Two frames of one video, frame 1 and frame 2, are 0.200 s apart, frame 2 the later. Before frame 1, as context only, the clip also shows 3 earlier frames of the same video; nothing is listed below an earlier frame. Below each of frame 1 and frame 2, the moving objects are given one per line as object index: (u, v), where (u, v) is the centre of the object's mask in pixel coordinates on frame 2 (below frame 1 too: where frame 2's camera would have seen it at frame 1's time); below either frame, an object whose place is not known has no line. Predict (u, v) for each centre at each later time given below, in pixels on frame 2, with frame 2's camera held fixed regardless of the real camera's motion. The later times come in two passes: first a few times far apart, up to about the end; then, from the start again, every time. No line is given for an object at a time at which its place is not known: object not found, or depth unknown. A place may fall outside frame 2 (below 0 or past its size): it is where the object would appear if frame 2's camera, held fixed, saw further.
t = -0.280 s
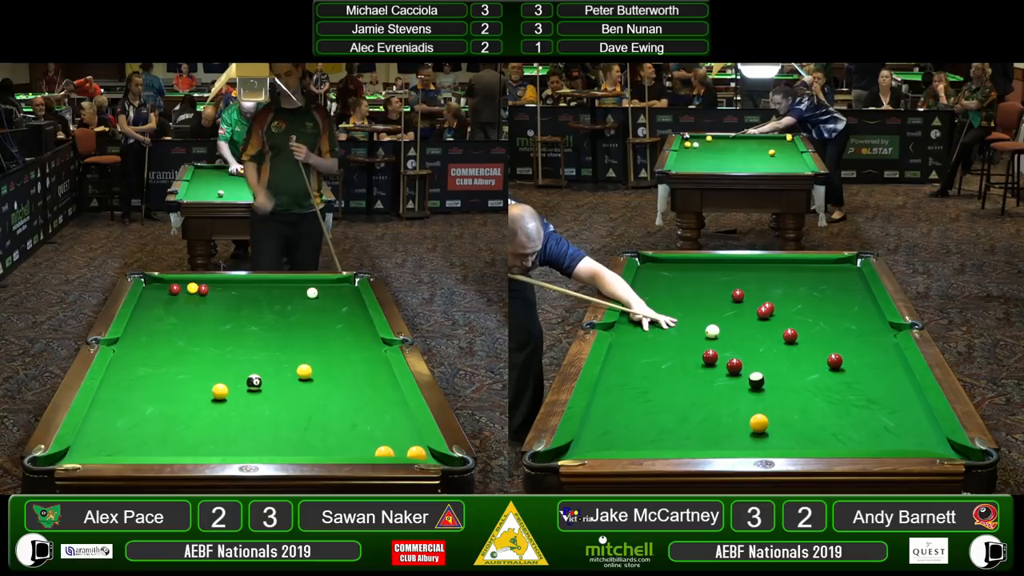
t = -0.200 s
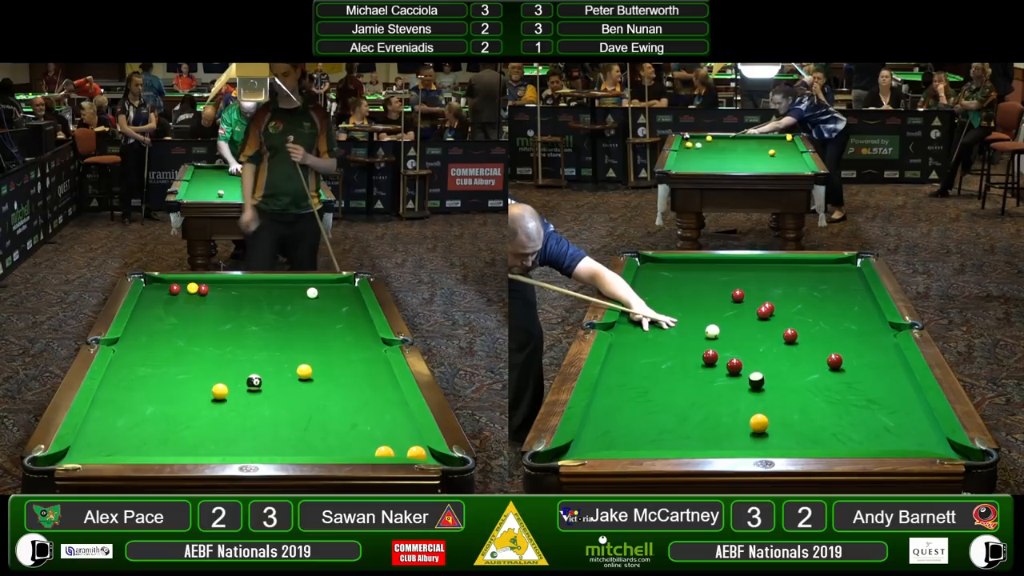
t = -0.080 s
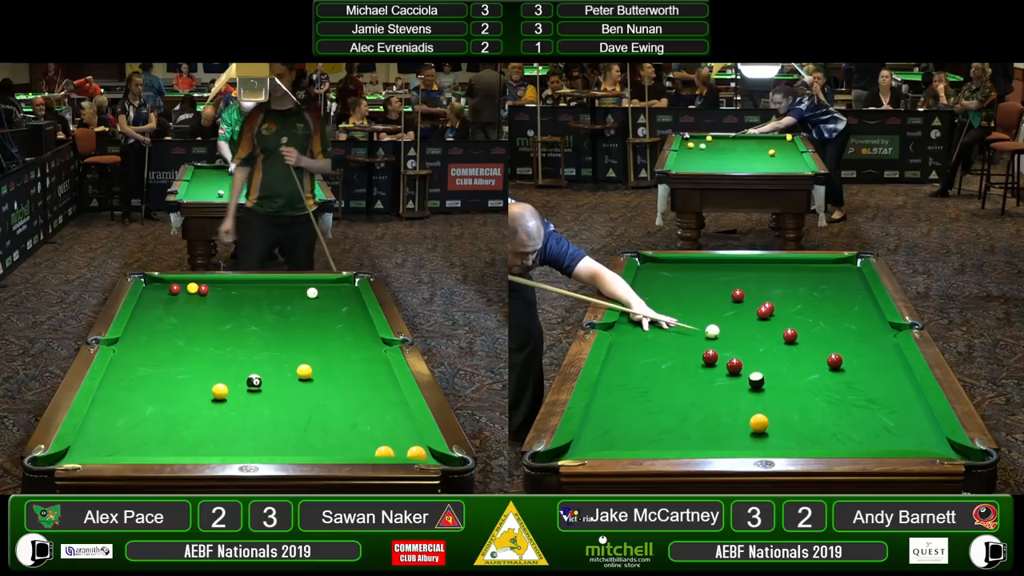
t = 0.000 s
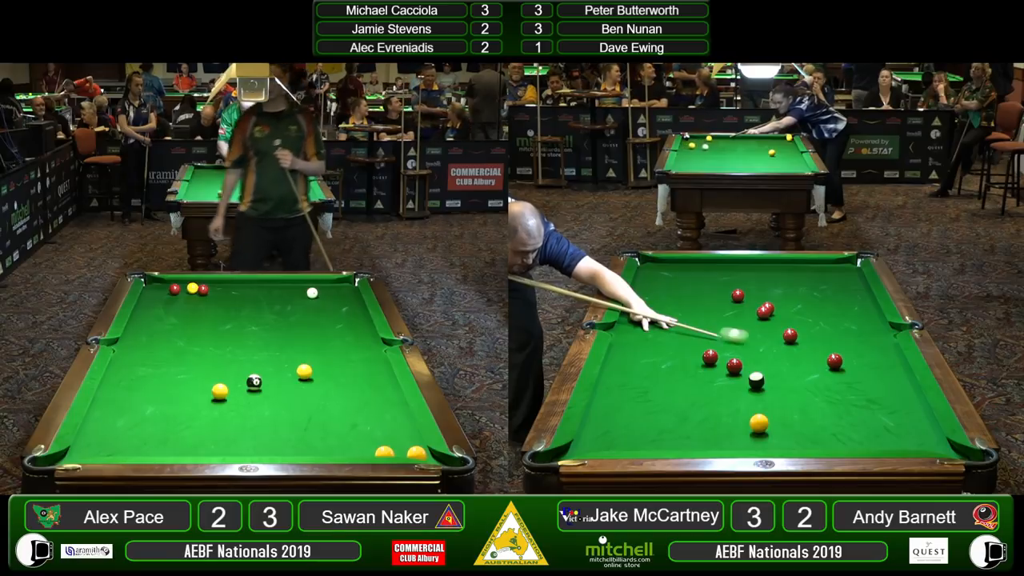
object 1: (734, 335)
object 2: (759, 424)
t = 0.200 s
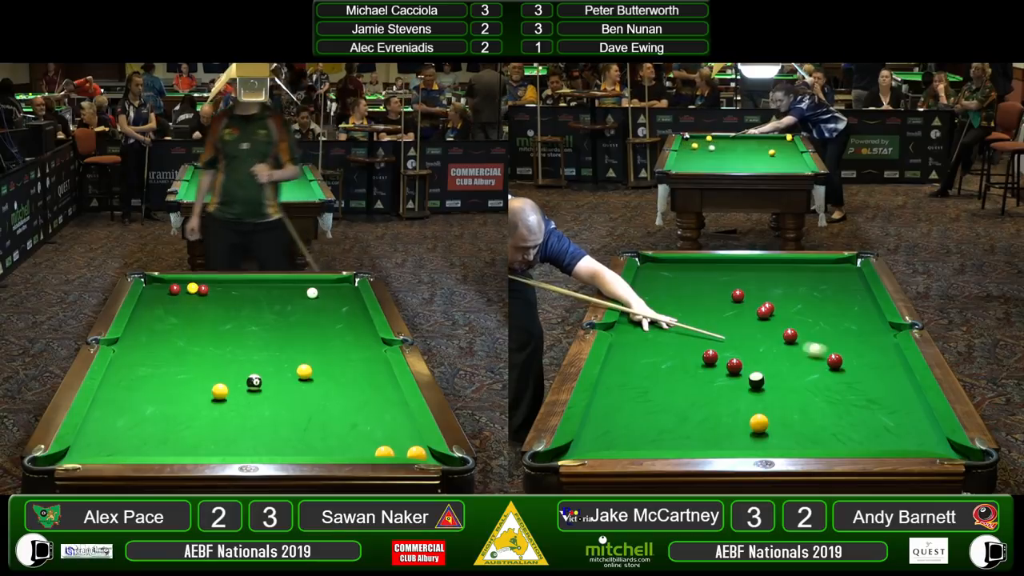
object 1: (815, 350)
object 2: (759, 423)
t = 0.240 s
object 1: (826, 351)
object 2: (759, 424)
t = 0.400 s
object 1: (880, 362)
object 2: (759, 424)
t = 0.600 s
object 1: (878, 377)
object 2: (759, 424)
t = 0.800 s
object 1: (841, 392)
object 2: (759, 423)
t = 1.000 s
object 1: (801, 407)
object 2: (759, 424)
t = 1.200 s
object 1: (771, 419)
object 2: (748, 427)
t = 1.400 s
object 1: (764, 422)
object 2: (722, 438)
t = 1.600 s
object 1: (758, 424)
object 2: (697, 445)
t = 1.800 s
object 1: (752, 425)
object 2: (679, 442)
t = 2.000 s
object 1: (748, 427)
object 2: (664, 438)
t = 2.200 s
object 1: (745, 428)
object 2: (650, 433)
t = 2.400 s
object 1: (743, 429)
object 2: (637, 428)
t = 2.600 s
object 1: (743, 429)
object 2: (626, 423)
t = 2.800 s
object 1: (743, 429)
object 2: (615, 419)
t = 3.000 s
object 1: (743, 429)
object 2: (606, 416)
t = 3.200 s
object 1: (743, 429)
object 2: (598, 413)
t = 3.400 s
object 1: (743, 429)
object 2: (595, 411)
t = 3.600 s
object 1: (743, 429)
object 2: (600, 409)
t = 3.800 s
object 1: (743, 429)
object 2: (603, 408)
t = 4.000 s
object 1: (743, 429)
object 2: (606, 407)
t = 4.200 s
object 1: (743, 429)
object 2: (608, 407)
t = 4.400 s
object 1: (743, 429)
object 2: (608, 407)
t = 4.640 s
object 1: (743, 429)
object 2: (608, 407)
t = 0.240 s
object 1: (826, 351)
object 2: (759, 424)
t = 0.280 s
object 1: (843, 353)
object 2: (759, 423)
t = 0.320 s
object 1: (854, 357)
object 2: (759, 424)
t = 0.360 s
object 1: (867, 360)
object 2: (759, 423)
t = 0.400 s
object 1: (880, 362)
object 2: (759, 424)
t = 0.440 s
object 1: (893, 365)
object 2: (759, 423)
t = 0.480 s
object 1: (901, 367)
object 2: (759, 424)
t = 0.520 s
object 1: (893, 371)
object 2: (759, 424)
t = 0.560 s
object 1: (886, 373)
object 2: (759, 423)
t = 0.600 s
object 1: (878, 377)
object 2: (759, 424)
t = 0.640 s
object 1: (871, 379)
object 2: (759, 423)
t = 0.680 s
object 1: (864, 382)
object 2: (759, 424)
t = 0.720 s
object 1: (856, 385)
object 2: (759, 423)
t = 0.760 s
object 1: (849, 389)
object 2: (759, 424)
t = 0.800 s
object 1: (841, 392)
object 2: (759, 423)
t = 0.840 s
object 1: (833, 395)
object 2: (759, 424)
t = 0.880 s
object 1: (825, 397)
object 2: (759, 423)
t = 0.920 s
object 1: (817, 401)
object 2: (759, 424)
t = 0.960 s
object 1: (809, 404)
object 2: (759, 423)
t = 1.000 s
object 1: (801, 407)
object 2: (759, 424)
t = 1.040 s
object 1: (792, 410)
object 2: (758, 423)
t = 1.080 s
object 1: (784, 414)
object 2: (759, 423)
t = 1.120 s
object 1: (777, 417)
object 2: (759, 423)
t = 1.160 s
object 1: (772, 419)
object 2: (754, 425)
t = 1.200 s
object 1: (771, 419)
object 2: (748, 427)
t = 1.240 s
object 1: (769, 420)
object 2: (743, 430)
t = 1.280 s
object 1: (768, 420)
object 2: (738, 432)
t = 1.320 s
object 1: (767, 421)
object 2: (733, 434)
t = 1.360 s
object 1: (765, 421)
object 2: (728, 436)
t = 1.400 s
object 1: (764, 422)
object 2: (722, 438)
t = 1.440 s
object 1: (762, 422)
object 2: (717, 439)
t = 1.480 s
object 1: (761, 423)
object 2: (712, 441)
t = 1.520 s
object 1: (760, 423)
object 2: (707, 442)
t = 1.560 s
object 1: (759, 424)
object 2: (702, 444)
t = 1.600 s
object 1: (758, 424)
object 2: (697, 445)
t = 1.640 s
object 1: (757, 424)
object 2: (692, 445)
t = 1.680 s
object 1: (755, 425)
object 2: (689, 445)
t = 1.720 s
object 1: (755, 425)
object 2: (686, 444)
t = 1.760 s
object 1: (754, 425)
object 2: (682, 443)
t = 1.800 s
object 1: (752, 425)
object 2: (679, 442)
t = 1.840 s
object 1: (751, 426)
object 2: (676, 442)
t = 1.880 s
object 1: (751, 426)
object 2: (673, 441)
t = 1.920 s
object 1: (750, 426)
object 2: (670, 440)
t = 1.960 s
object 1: (749, 427)
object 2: (667, 439)
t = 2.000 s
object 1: (748, 427)
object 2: (664, 438)
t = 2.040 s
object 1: (747, 427)
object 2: (661, 437)
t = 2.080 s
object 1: (747, 428)
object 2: (658, 436)
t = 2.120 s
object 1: (746, 428)
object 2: (655, 435)
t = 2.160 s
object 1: (746, 428)
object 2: (652, 434)
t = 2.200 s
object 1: (745, 428)
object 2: (650, 433)
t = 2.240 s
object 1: (745, 428)
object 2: (647, 432)
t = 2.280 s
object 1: (744, 429)
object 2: (645, 431)
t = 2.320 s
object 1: (744, 429)
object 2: (642, 430)
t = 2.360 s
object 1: (743, 429)
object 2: (639, 429)
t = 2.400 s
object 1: (743, 429)
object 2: (637, 428)
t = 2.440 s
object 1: (743, 429)
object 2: (635, 427)
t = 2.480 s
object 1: (743, 429)
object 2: (632, 426)
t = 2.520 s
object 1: (743, 429)
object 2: (630, 425)
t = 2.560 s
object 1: (743, 429)
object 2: (628, 424)
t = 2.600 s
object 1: (743, 429)
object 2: (626, 423)
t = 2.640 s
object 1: (743, 429)
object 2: (623, 422)
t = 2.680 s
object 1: (743, 429)
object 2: (621, 422)
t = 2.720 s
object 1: (743, 429)
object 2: (619, 421)
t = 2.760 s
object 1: (743, 429)
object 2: (617, 420)
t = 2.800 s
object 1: (743, 429)
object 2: (615, 419)
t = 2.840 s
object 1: (743, 429)
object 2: (613, 419)
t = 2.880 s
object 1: (743, 429)
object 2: (611, 418)
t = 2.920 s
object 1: (743, 429)
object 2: (610, 417)
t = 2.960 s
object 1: (743, 429)
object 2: (608, 417)
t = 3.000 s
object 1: (743, 429)
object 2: (606, 416)
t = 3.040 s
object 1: (743, 429)
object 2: (605, 415)
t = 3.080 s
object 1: (743, 429)
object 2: (603, 415)
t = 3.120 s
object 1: (743, 429)
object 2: (601, 414)
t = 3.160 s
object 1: (743, 429)
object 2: (600, 414)
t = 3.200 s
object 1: (743, 429)
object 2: (598, 413)
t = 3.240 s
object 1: (743, 429)
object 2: (597, 413)
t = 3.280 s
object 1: (743, 429)
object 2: (595, 412)
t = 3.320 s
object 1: (743, 429)
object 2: (594, 412)
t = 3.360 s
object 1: (743, 429)
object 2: (594, 411)
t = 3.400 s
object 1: (743, 429)
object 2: (595, 411)
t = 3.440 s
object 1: (743, 429)
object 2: (596, 410)
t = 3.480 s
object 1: (743, 429)
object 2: (597, 410)
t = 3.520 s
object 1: (743, 429)
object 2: (598, 410)
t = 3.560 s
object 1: (743, 429)
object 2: (599, 410)
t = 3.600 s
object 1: (743, 429)
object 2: (600, 409)
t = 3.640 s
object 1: (743, 429)
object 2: (600, 409)
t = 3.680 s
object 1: (743, 429)
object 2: (601, 409)
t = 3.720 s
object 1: (743, 429)
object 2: (602, 409)
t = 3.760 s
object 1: (743, 429)
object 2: (603, 408)
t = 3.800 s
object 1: (743, 429)
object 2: (603, 408)
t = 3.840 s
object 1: (743, 429)
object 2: (604, 408)
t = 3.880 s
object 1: (743, 429)
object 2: (605, 408)
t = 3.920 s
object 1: (743, 429)
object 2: (605, 408)
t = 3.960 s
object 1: (743, 429)
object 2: (606, 407)
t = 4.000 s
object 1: (743, 429)
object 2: (606, 407)
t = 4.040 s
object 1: (743, 429)
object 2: (606, 407)
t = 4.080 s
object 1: (743, 429)
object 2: (607, 407)
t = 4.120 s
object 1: (743, 429)
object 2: (607, 407)
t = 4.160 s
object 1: (743, 429)
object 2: (607, 407)
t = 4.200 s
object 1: (743, 429)
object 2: (608, 407)
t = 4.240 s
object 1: (743, 429)
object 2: (608, 407)
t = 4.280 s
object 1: (743, 429)
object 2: (608, 407)
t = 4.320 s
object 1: (743, 429)
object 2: (608, 407)
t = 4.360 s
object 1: (743, 429)
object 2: (608, 407)
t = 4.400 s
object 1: (743, 429)
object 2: (608, 407)
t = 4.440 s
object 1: (743, 429)
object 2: (608, 407)
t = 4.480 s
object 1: (743, 429)
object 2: (608, 407)
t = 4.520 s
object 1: (743, 429)
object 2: (608, 407)
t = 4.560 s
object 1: (743, 429)
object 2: (608, 407)
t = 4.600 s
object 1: (743, 429)
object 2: (608, 407)
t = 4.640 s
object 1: (743, 429)
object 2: (608, 407)
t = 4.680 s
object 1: (743, 429)
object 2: (608, 407)
